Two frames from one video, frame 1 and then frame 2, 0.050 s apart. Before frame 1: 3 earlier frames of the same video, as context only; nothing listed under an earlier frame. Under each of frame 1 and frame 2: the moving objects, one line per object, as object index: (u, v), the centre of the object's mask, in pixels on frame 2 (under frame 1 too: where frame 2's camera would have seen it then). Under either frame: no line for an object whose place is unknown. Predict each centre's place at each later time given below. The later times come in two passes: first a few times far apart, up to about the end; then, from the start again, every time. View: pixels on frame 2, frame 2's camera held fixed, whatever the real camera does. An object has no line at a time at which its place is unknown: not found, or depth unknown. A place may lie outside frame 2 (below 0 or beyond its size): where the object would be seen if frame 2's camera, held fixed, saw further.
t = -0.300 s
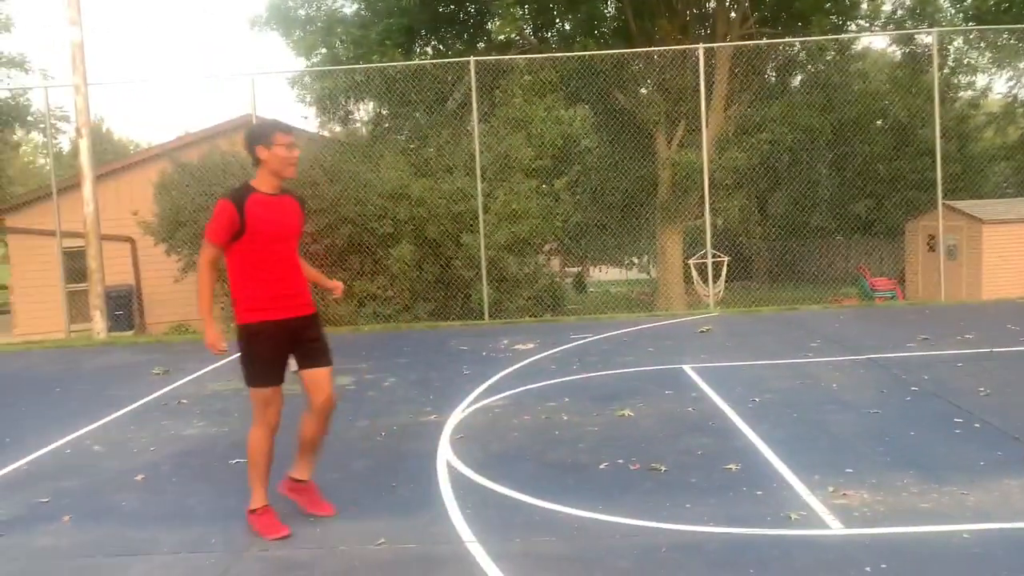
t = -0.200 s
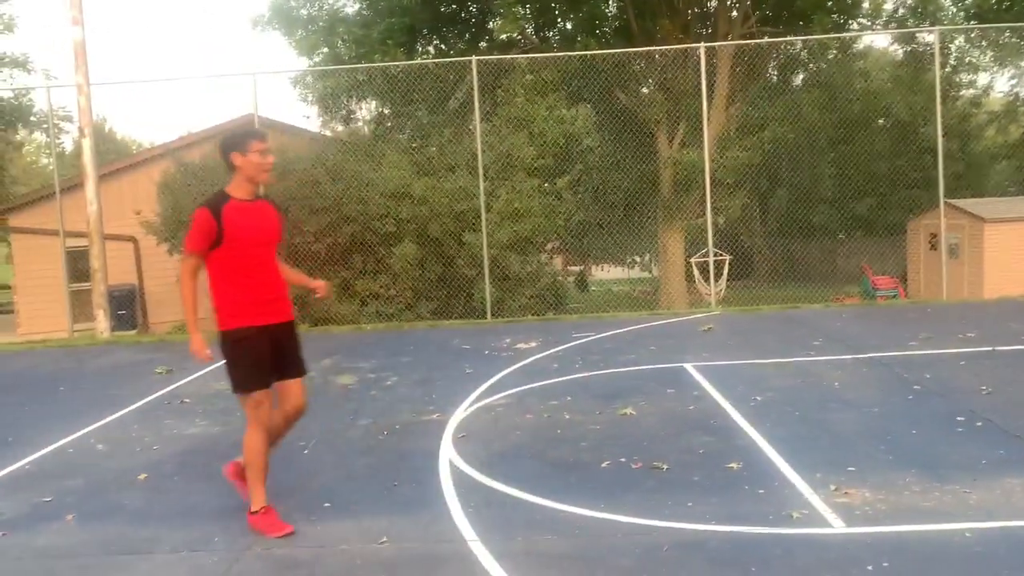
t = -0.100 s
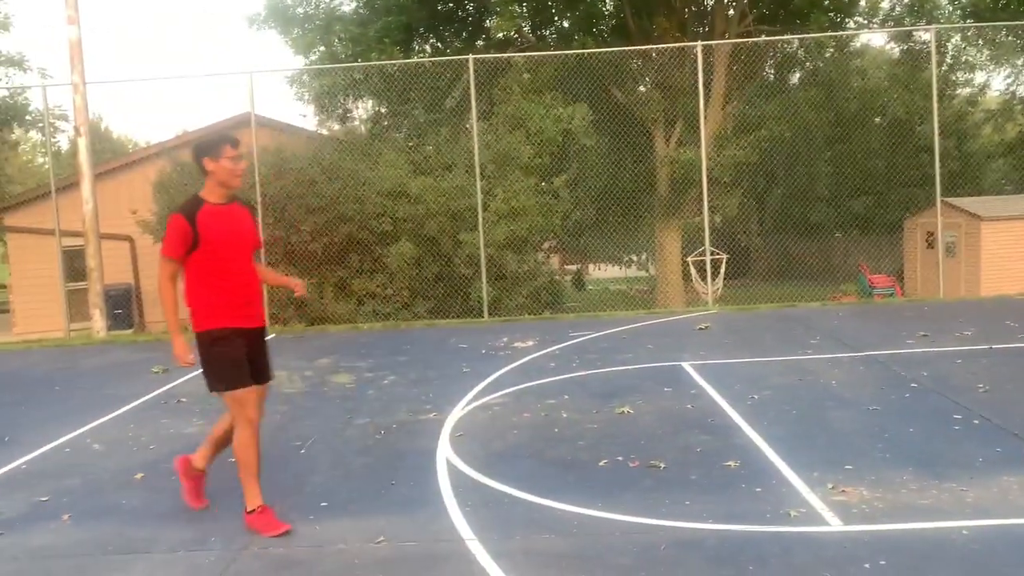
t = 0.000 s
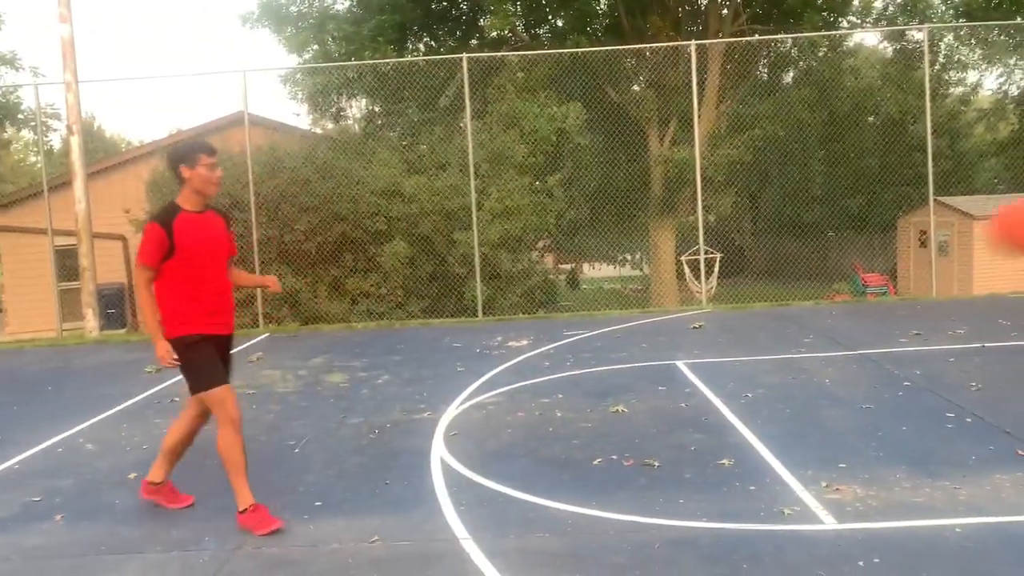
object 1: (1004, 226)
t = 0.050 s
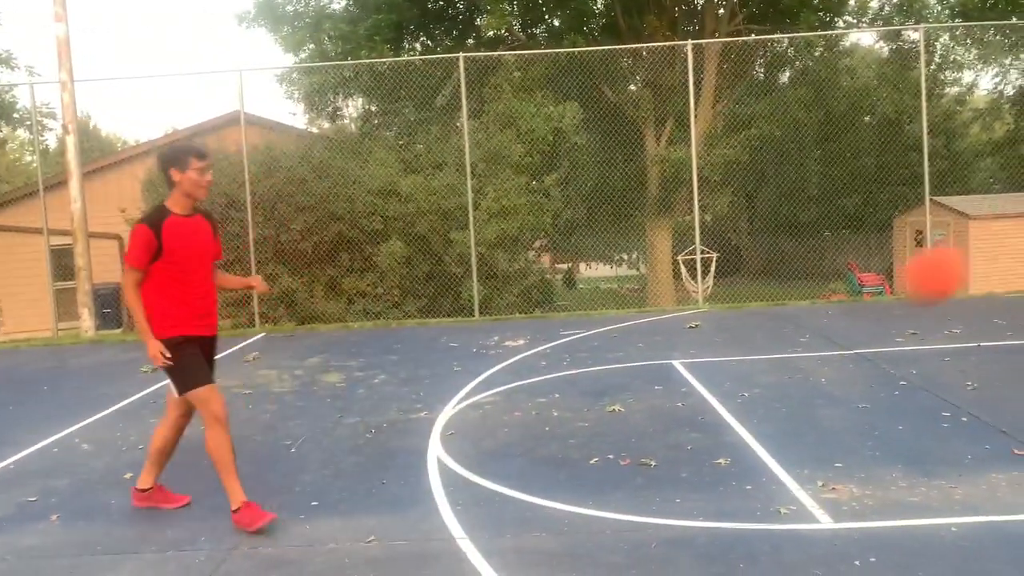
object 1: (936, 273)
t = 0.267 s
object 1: (633, 435)
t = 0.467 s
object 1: (450, 290)
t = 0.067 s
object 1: (907, 291)
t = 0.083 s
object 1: (882, 309)
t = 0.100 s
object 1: (857, 324)
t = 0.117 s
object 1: (831, 344)
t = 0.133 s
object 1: (804, 364)
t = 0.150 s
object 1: (780, 383)
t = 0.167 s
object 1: (757, 399)
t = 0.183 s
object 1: (730, 422)
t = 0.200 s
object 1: (704, 445)
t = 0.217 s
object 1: (681, 465)
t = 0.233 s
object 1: (663, 467)
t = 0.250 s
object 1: (647, 451)
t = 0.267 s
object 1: (633, 435)
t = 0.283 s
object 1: (617, 419)
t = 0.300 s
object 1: (602, 405)
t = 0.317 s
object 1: (587, 391)
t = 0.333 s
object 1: (572, 377)
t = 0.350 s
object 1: (557, 365)
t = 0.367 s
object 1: (541, 350)
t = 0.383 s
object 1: (526, 340)
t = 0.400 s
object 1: (511, 329)
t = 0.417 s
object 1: (496, 317)
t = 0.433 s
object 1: (481, 308)
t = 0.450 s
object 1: (466, 299)
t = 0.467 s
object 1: (450, 290)
